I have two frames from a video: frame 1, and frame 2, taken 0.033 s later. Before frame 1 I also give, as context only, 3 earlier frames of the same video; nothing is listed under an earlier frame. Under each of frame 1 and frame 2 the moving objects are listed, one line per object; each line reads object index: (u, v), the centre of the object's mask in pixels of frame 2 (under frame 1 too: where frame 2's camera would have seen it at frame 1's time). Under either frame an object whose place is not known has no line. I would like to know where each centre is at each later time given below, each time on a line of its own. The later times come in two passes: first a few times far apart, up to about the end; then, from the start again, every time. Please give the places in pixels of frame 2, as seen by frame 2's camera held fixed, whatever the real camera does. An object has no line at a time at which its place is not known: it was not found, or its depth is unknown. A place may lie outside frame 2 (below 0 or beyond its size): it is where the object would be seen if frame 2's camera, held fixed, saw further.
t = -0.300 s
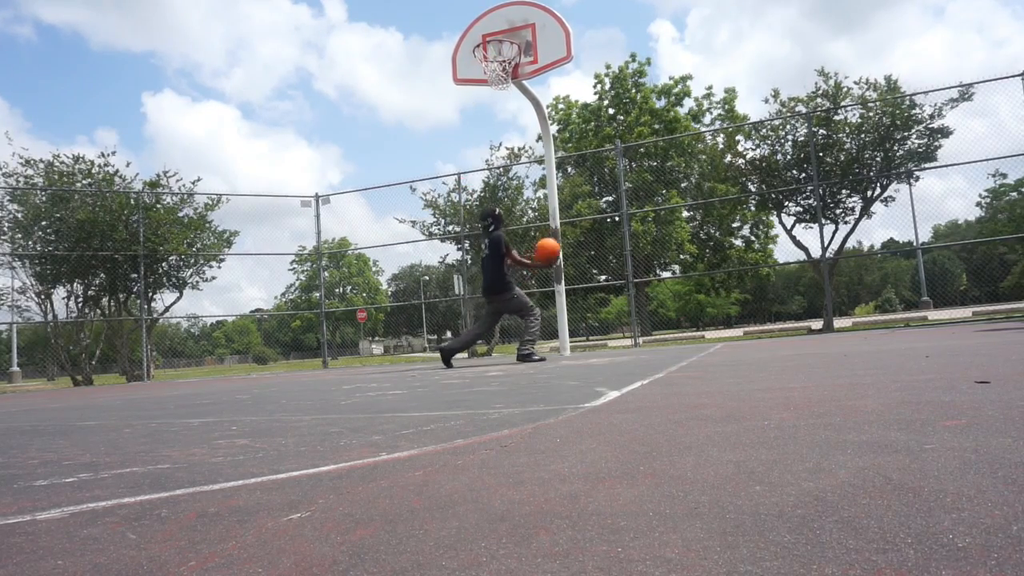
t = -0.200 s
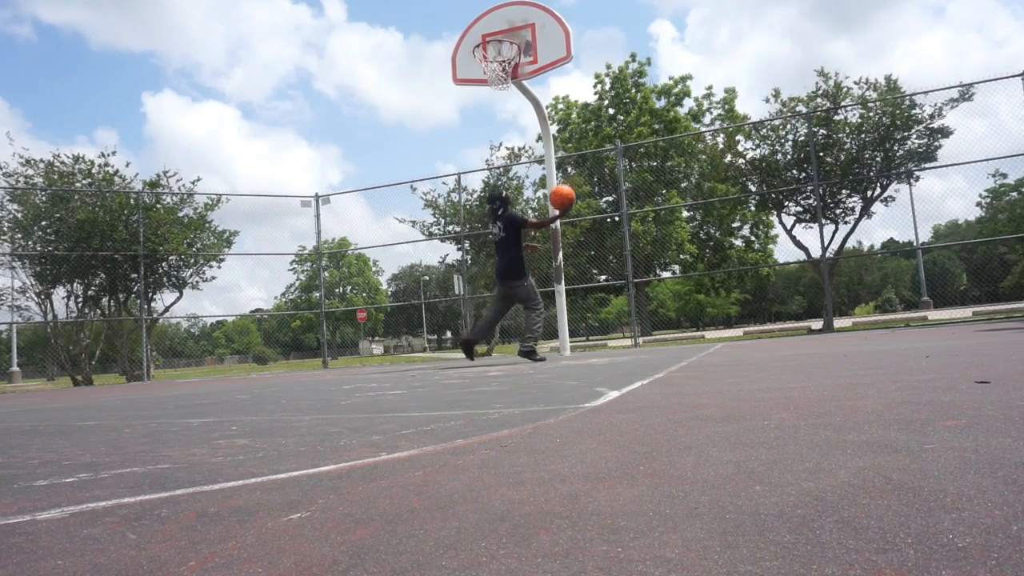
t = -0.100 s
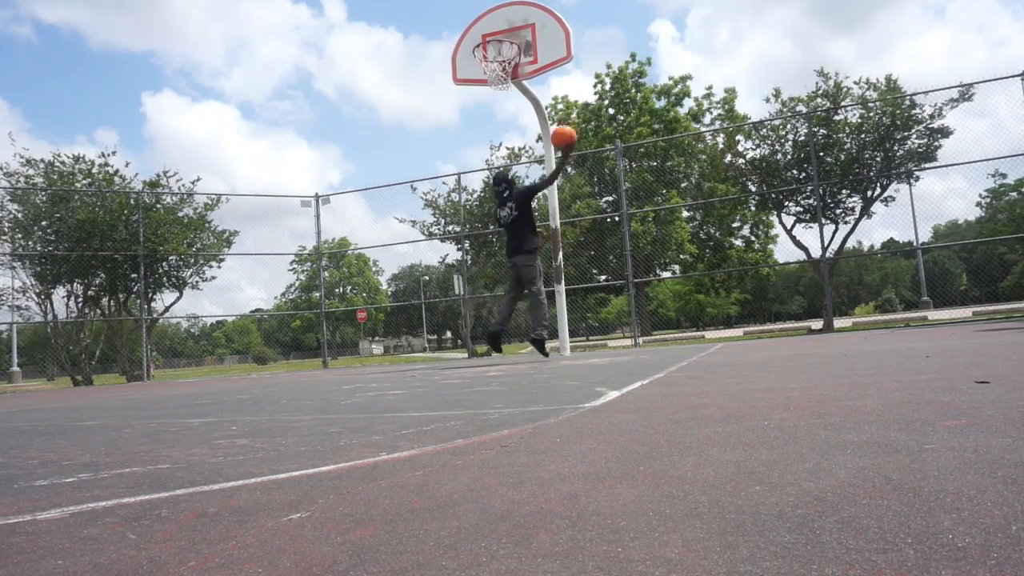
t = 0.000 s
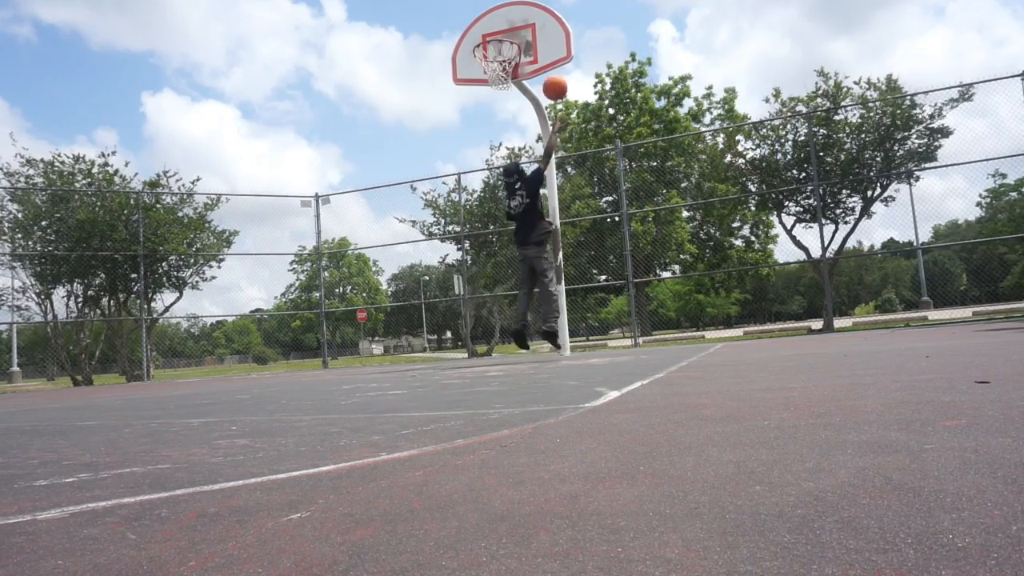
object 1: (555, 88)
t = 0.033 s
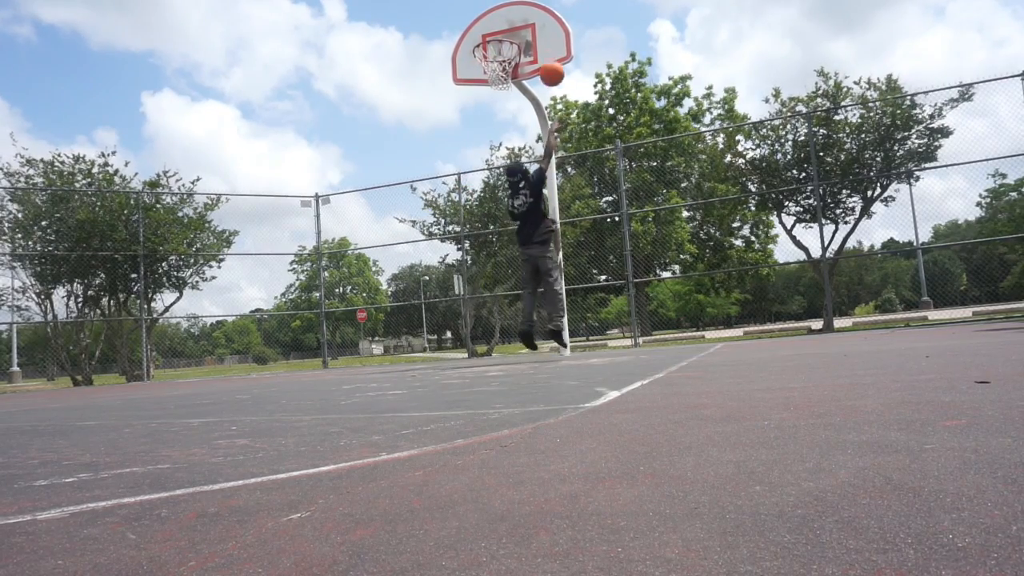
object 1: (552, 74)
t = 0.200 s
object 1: (540, 26)
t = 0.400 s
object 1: (525, 9)
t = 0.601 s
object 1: (507, 21)
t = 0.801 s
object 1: (494, 20)
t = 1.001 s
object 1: (482, 31)
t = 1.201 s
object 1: (470, 46)
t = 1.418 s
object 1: (458, 60)
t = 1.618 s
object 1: (445, 94)
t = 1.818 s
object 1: (433, 166)
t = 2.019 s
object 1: (423, 279)
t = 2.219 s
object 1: (405, 316)
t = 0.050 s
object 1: (551, 67)
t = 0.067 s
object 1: (550, 61)
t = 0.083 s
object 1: (548, 56)
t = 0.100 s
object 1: (547, 51)
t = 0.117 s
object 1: (545, 46)
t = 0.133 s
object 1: (544, 41)
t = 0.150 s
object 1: (543, 37)
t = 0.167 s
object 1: (542, 33)
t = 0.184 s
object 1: (541, 30)
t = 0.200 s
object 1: (540, 26)
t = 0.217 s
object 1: (539, 24)
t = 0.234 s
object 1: (539, 21)
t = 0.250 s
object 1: (538, 18)
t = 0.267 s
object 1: (537, 16)
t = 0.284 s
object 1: (536, 14)
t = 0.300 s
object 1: (536, 13)
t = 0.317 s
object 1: (534, 12)
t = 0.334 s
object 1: (532, 11)
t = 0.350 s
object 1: (530, 10)
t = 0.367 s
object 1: (529, 9)
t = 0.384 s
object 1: (527, 9)
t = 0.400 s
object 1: (525, 9)
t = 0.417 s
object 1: (524, 8)
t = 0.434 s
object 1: (522, 9)
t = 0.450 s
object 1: (520, 9)
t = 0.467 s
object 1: (519, 9)
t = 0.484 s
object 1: (517, 9)
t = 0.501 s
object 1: (516, 10)
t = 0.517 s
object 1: (514, 11)
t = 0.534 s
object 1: (513, 12)
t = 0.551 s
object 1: (511, 14)
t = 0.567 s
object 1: (510, 16)
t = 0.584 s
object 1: (508, 19)
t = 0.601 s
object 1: (507, 21)
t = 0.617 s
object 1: (506, 25)
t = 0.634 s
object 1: (504, 27)
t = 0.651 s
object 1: (503, 31)
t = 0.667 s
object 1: (503, 32)
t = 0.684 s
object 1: (502, 29)
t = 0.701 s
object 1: (500, 27)
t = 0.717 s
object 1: (500, 25)
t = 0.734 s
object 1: (498, 24)
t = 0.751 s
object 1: (497, 23)
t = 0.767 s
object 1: (495, 21)
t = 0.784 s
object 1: (494, 20)
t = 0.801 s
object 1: (494, 20)
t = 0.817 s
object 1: (492, 19)
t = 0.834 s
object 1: (491, 19)
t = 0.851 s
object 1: (490, 20)
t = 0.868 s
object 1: (489, 20)
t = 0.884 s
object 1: (489, 20)
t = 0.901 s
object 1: (488, 21)
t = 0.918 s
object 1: (487, 22)
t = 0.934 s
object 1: (486, 24)
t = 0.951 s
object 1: (484, 25)
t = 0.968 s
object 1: (484, 27)
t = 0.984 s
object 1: (483, 29)
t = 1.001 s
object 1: (482, 31)
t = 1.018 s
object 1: (482, 34)
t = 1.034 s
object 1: (481, 36)
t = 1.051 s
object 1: (479, 39)
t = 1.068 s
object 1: (478, 41)
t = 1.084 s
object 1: (477, 44)
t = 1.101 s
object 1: (476, 46)
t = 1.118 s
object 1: (474, 46)
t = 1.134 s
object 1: (473, 45)
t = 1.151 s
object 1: (472, 45)
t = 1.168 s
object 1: (473, 45)
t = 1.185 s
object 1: (471, 45)
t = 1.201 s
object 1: (470, 46)
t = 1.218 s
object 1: (469, 46)
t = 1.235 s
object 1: (469, 47)
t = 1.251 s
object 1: (468, 47)
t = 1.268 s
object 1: (467, 48)
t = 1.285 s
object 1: (466, 49)
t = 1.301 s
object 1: (465, 51)
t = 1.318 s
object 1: (464, 53)
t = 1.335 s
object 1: (464, 55)
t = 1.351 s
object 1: (463, 56)
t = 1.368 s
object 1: (462, 56)
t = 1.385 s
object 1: (461, 57)
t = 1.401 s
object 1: (459, 58)
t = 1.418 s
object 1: (458, 60)
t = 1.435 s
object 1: (457, 61)
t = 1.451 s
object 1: (455, 63)
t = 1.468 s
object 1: (454, 65)
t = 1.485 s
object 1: (453, 67)
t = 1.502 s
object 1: (452, 70)
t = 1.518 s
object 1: (451, 72)
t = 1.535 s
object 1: (450, 75)
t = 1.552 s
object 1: (449, 79)
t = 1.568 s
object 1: (448, 82)
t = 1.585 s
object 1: (446, 86)
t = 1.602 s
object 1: (446, 90)
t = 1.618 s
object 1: (445, 94)
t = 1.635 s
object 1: (444, 98)
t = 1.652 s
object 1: (442, 103)
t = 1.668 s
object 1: (442, 108)
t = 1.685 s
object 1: (441, 113)
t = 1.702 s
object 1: (439, 119)
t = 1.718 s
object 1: (439, 125)
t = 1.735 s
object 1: (437, 131)
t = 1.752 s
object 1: (437, 138)
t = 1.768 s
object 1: (436, 144)
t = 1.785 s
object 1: (435, 151)
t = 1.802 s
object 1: (434, 158)
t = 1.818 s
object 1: (433, 166)
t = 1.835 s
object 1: (432, 173)
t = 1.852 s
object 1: (431, 181)
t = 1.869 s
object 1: (430, 190)
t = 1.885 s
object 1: (429, 199)
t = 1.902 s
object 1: (428, 207)
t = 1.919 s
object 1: (427, 216)
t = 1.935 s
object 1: (426, 226)
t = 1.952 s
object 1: (425, 236)
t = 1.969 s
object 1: (425, 246)
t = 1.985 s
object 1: (424, 257)
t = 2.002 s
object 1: (423, 268)
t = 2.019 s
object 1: (423, 279)
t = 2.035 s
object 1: (422, 290)
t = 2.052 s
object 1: (421, 302)
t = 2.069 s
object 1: (420, 314)
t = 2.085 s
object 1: (420, 326)
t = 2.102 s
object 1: (419, 339)
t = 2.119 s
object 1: (418, 352)
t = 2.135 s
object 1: (417, 359)
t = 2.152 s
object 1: (415, 350)
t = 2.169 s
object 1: (412, 341)
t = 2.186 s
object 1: (410, 333)
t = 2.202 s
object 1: (407, 324)
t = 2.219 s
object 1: (405, 316)
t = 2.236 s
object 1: (402, 309)
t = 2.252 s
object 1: (400, 301)
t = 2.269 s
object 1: (398, 294)
